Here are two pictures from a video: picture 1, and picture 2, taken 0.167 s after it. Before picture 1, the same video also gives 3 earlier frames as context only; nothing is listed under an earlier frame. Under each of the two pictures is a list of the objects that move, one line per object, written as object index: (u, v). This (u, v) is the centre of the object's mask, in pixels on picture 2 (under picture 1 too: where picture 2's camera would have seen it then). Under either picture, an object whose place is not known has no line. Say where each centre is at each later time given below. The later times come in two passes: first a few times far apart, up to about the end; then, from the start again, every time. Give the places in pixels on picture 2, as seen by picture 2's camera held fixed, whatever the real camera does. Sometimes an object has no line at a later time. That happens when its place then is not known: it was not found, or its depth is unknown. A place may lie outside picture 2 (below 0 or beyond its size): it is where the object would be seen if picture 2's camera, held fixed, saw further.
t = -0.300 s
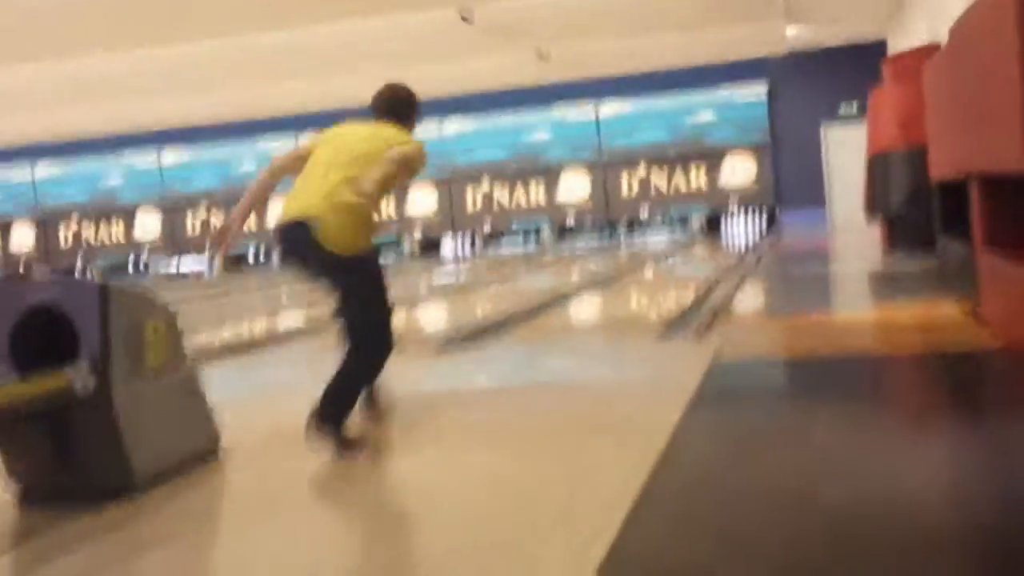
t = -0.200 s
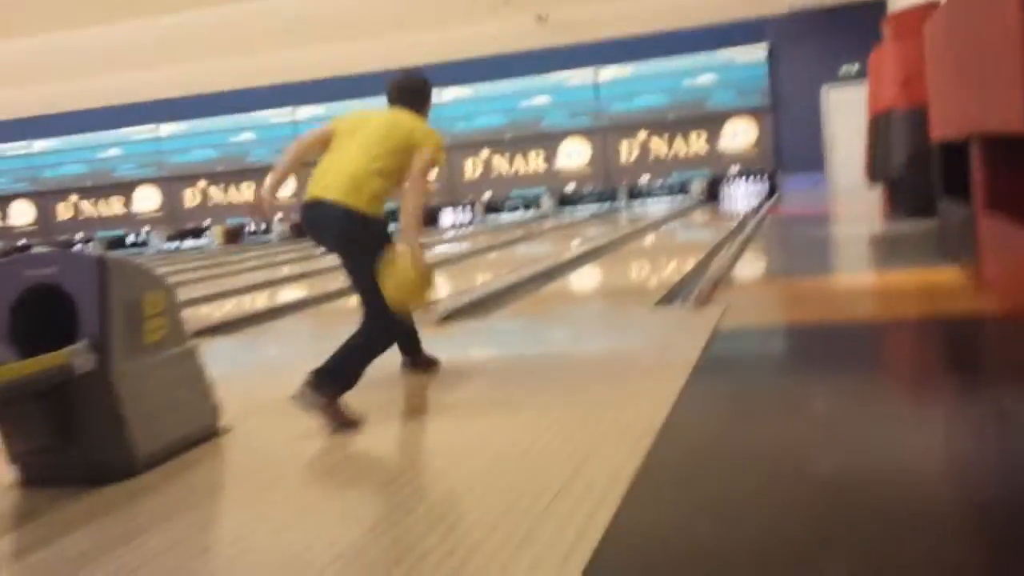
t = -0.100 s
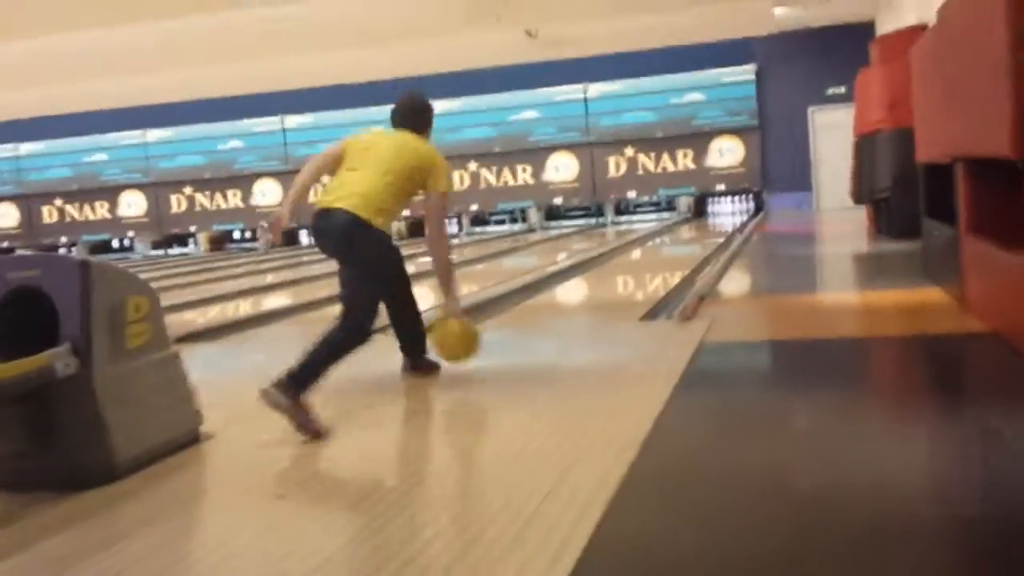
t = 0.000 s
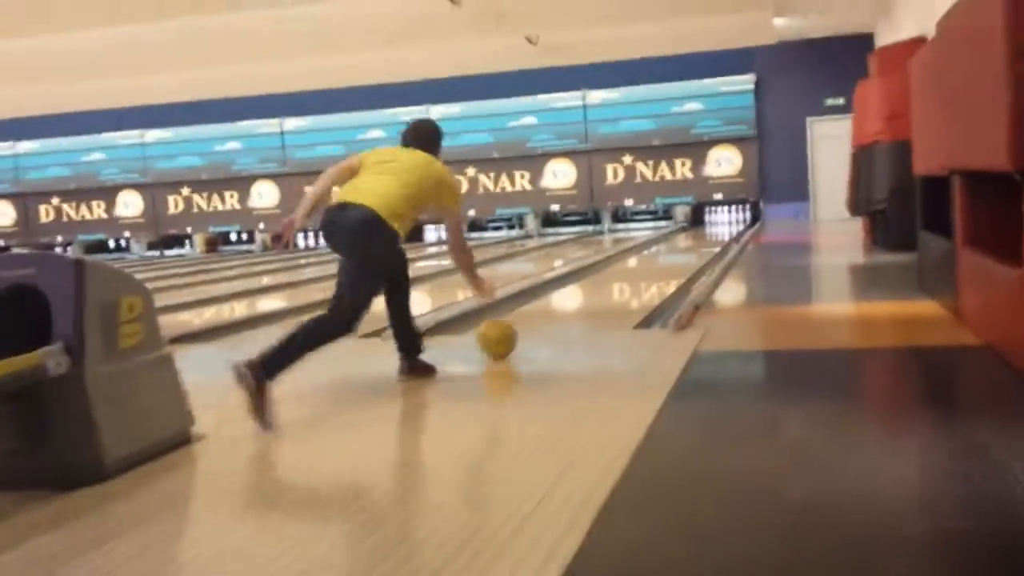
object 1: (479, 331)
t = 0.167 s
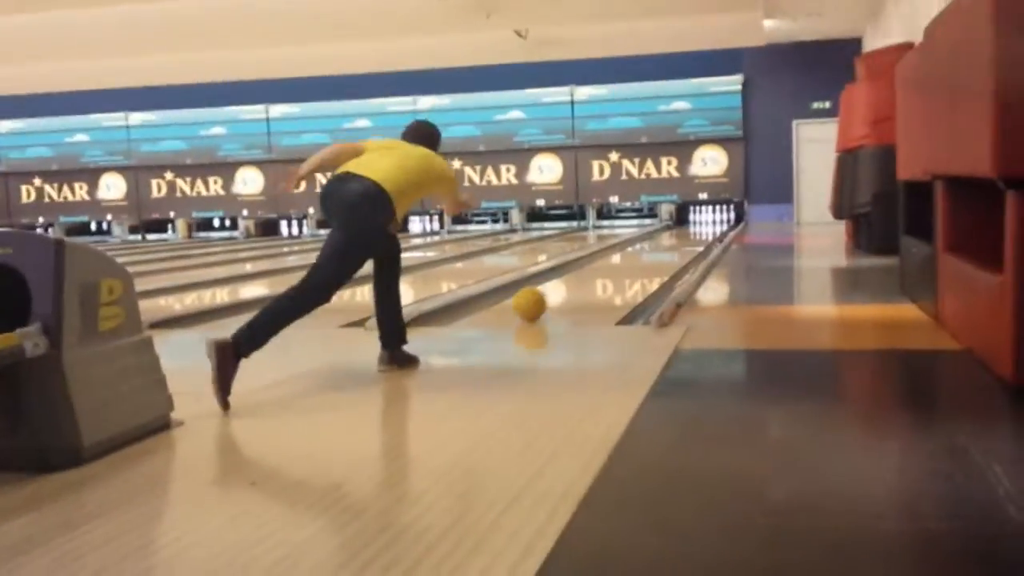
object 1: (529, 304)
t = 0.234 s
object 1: (544, 295)
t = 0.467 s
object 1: (585, 273)
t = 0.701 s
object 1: (613, 259)
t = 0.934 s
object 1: (630, 248)
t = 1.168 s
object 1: (647, 241)
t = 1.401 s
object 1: (658, 234)
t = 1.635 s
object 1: (667, 230)
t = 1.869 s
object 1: (676, 224)
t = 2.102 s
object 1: (683, 224)
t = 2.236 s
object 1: (685, 223)
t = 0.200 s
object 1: (536, 300)
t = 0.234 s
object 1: (544, 295)
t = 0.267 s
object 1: (553, 292)
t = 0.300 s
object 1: (558, 287)
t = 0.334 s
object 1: (565, 283)
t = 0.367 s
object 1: (571, 281)
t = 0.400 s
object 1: (576, 278)
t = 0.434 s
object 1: (581, 276)
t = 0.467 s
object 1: (585, 273)
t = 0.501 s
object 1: (589, 271)
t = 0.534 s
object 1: (594, 268)
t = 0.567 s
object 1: (598, 266)
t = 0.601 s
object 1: (601, 265)
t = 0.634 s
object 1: (606, 263)
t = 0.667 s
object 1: (609, 260)
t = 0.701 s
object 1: (613, 259)
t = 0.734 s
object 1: (615, 257)
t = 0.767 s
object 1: (619, 256)
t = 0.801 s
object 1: (622, 254)
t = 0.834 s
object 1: (625, 252)
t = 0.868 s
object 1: (627, 251)
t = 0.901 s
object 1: (630, 250)
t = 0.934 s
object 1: (630, 248)
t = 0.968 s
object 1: (634, 247)
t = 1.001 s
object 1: (636, 247)
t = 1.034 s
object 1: (638, 246)
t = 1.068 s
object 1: (639, 245)
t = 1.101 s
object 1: (642, 243)
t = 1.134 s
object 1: (644, 242)
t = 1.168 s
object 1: (647, 241)
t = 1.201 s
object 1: (649, 239)
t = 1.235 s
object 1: (649, 239)
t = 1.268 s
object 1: (651, 238)
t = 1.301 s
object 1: (653, 237)
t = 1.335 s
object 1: (655, 236)
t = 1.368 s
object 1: (657, 235)
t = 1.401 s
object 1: (658, 234)
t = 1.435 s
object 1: (660, 234)
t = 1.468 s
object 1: (661, 234)
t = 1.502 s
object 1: (662, 233)
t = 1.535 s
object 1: (664, 231)
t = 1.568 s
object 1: (664, 231)
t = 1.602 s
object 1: (666, 230)
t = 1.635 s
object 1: (667, 230)
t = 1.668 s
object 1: (668, 229)
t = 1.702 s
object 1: (670, 229)
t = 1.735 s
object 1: (672, 227)
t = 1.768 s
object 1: (674, 227)
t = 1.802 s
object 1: (675, 227)
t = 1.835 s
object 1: (676, 227)
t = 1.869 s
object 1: (676, 224)
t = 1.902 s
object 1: (677, 226)
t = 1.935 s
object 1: (679, 226)
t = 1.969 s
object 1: (679, 225)
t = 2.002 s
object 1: (679, 225)
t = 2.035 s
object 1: (681, 224)
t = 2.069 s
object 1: (681, 223)
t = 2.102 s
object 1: (683, 224)
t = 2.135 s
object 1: (683, 224)
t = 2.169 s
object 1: (684, 224)
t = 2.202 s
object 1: (683, 223)
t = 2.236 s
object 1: (685, 223)
